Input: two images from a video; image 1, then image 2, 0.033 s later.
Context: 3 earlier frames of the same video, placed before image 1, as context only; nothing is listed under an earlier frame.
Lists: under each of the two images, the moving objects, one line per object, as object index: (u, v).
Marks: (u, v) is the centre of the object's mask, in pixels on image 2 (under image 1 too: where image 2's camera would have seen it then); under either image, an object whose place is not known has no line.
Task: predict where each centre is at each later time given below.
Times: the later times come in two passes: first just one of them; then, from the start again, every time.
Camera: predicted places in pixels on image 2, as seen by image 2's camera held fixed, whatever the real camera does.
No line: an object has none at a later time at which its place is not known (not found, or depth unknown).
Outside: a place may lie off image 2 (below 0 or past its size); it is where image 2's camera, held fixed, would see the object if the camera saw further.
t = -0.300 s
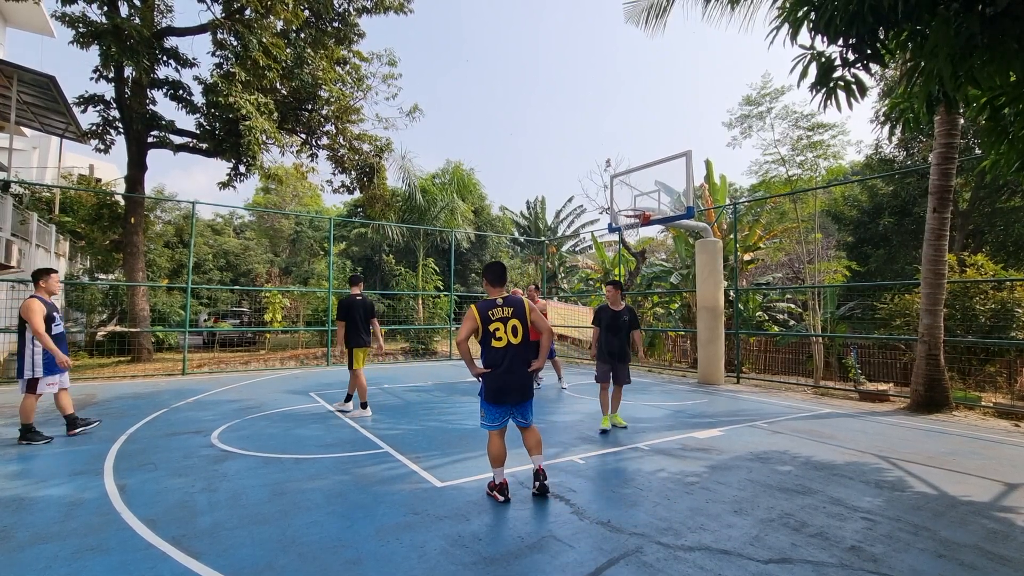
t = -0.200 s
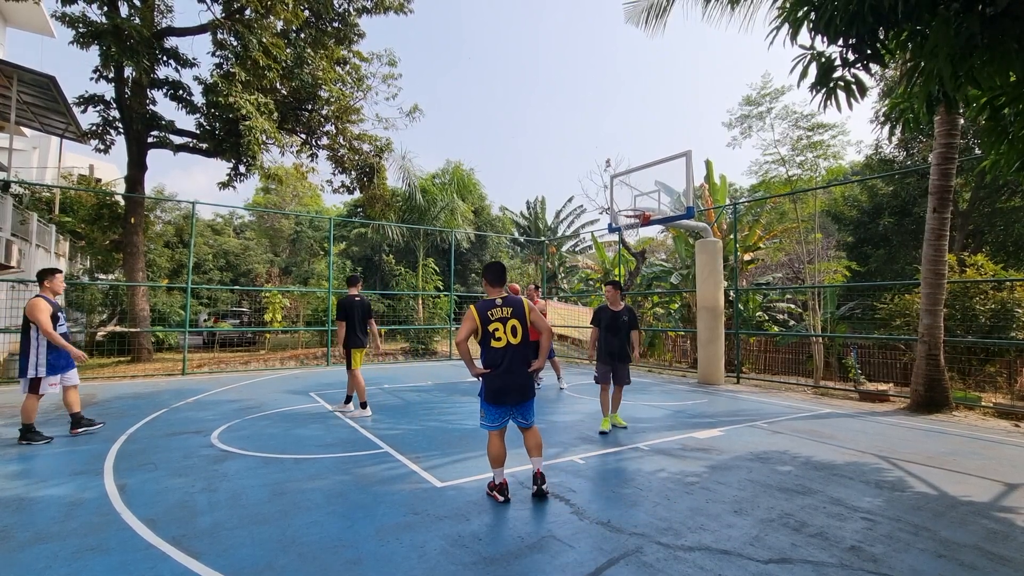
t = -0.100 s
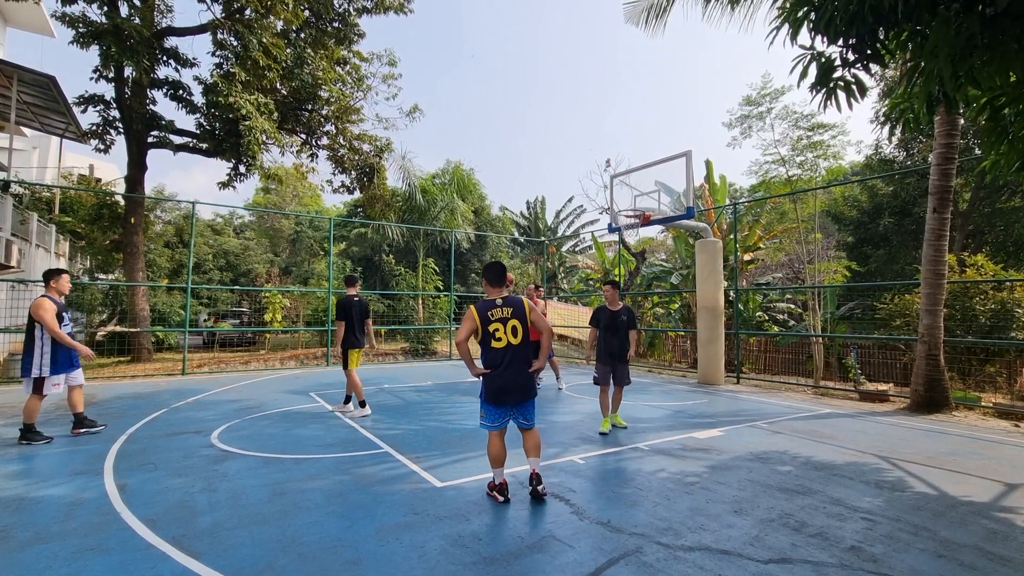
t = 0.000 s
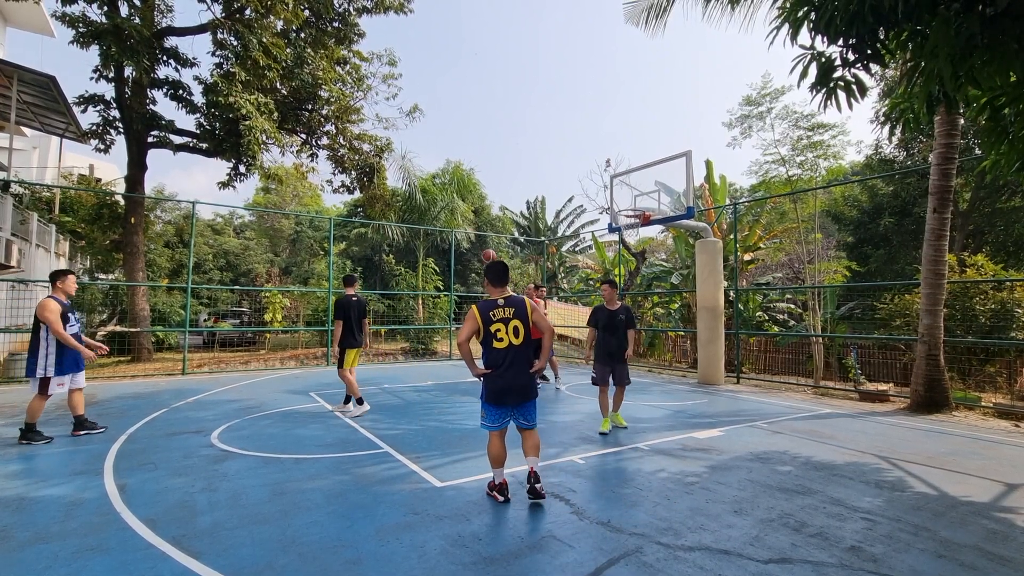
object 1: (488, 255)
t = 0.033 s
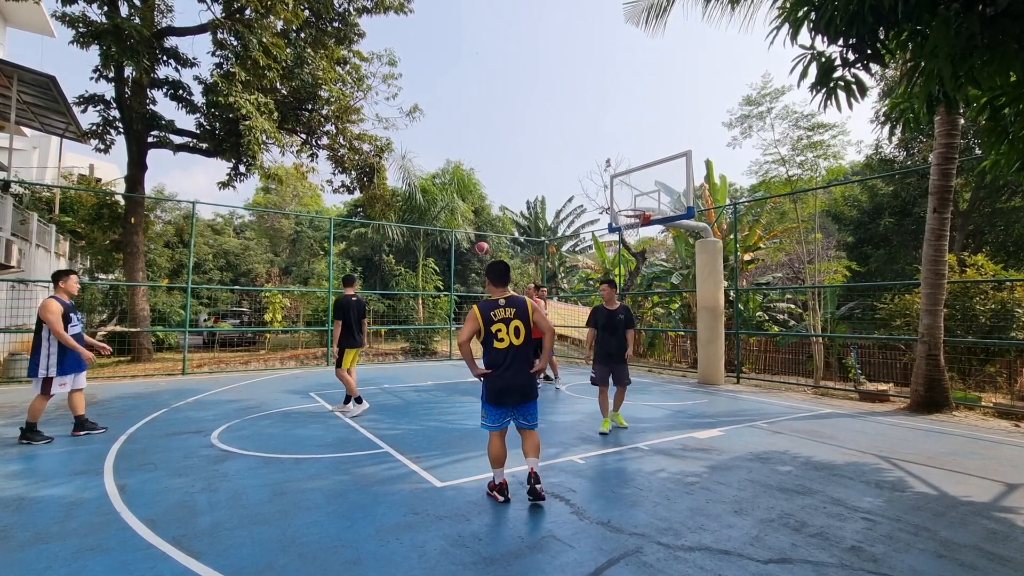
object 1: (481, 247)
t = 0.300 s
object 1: (418, 206)
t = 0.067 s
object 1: (474, 239)
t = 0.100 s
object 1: (466, 233)
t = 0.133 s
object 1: (459, 226)
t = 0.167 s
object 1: (448, 220)
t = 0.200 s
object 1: (441, 216)
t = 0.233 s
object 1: (433, 211)
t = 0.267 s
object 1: (426, 209)
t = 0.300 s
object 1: (418, 206)
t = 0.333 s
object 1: (409, 204)
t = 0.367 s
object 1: (400, 202)
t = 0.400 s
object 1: (390, 201)
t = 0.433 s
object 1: (382, 205)
